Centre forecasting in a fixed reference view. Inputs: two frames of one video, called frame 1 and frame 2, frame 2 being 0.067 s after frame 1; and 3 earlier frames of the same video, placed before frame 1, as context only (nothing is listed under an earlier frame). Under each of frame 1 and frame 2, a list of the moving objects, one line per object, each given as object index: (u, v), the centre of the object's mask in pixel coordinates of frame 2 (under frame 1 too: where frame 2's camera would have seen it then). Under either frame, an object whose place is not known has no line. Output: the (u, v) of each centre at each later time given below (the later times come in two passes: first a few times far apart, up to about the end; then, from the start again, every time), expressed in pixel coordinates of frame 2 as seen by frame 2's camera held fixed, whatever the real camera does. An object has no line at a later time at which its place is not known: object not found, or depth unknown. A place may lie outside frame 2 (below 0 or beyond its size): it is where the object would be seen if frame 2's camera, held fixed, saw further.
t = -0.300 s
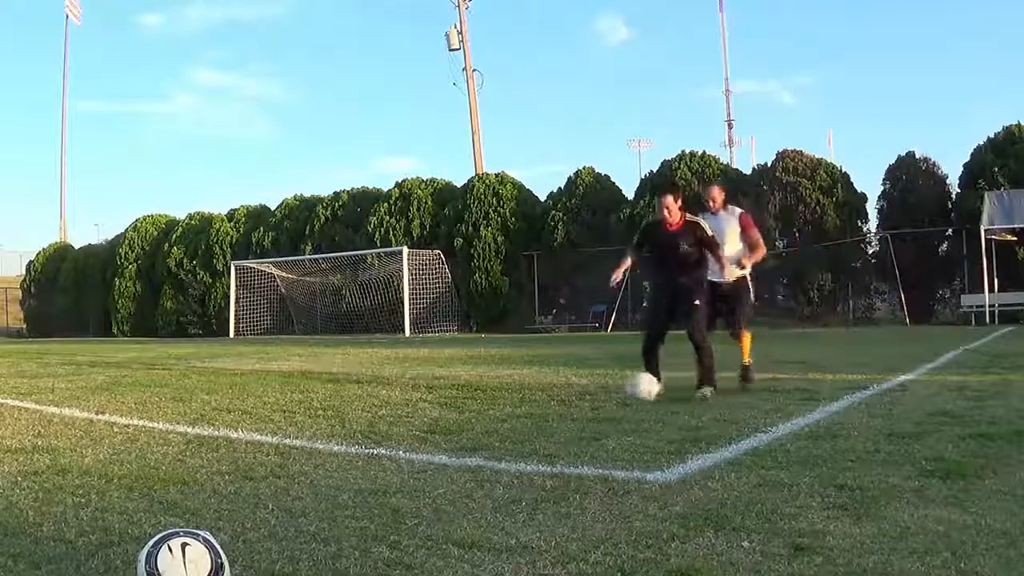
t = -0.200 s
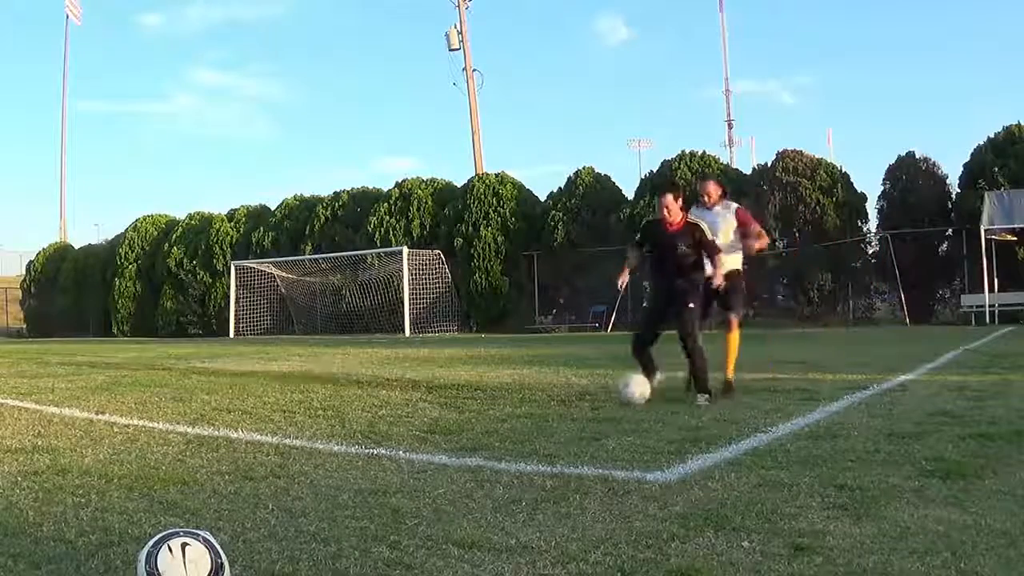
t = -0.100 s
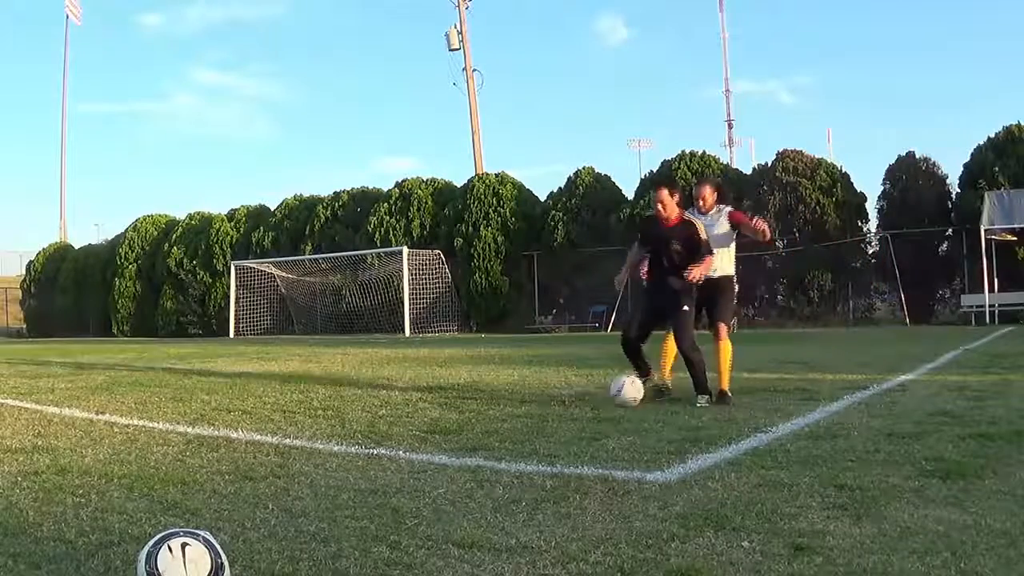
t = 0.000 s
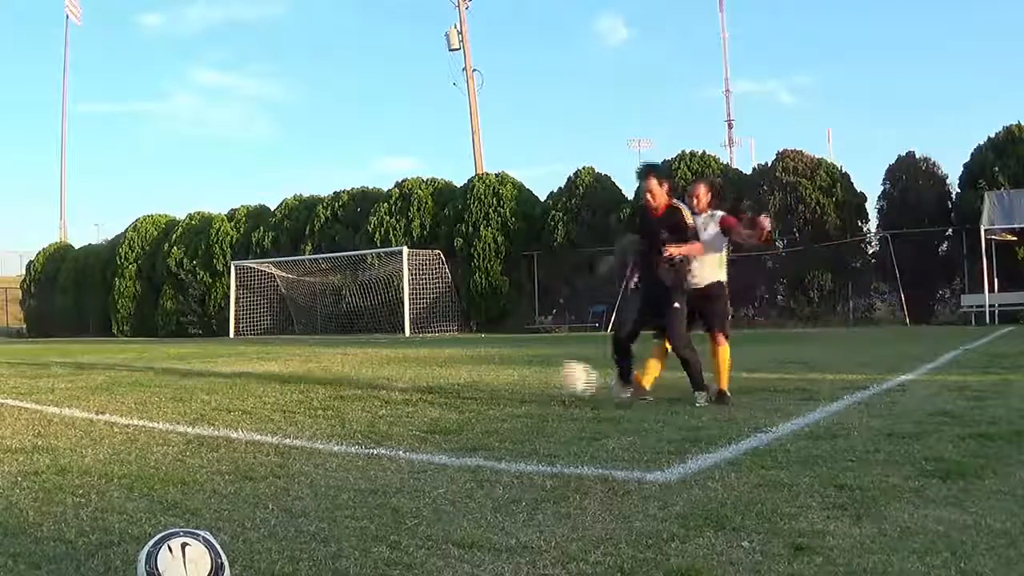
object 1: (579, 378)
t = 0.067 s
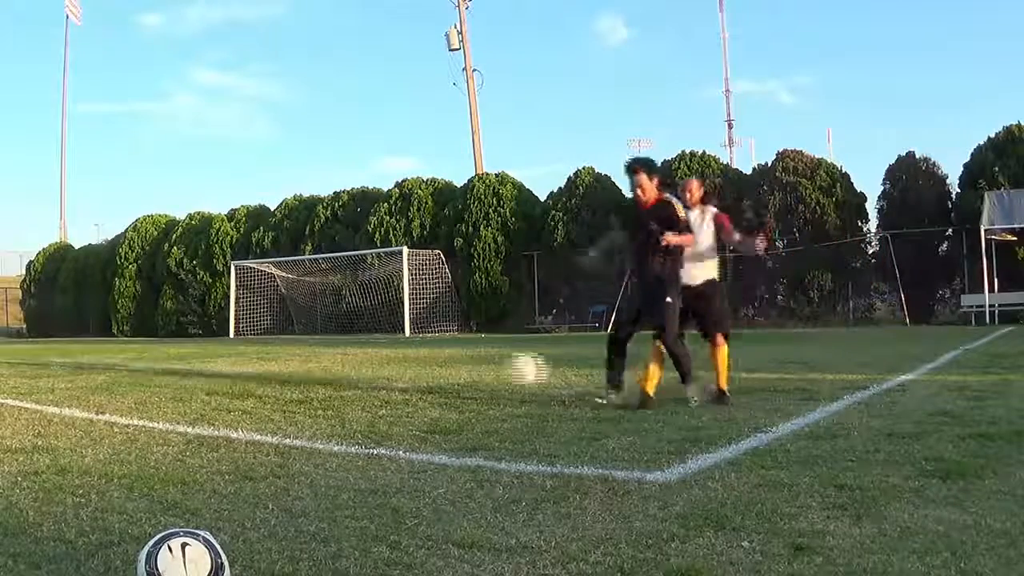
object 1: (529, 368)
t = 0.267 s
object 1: (347, 389)
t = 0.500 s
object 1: (148, 406)
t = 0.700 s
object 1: (13, 426)
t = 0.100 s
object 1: (497, 367)
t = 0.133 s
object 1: (471, 366)
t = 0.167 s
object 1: (443, 370)
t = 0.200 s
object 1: (413, 375)
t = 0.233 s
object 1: (382, 380)
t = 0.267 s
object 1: (347, 389)
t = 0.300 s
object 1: (317, 398)
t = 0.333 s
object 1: (282, 412)
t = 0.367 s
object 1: (249, 426)
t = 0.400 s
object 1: (216, 427)
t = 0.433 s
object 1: (194, 419)
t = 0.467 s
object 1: (173, 412)
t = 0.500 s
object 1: (148, 406)
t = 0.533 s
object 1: (124, 403)
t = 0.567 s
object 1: (100, 403)
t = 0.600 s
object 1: (73, 409)
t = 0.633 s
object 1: (50, 412)
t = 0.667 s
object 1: (25, 418)
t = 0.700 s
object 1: (13, 426)
